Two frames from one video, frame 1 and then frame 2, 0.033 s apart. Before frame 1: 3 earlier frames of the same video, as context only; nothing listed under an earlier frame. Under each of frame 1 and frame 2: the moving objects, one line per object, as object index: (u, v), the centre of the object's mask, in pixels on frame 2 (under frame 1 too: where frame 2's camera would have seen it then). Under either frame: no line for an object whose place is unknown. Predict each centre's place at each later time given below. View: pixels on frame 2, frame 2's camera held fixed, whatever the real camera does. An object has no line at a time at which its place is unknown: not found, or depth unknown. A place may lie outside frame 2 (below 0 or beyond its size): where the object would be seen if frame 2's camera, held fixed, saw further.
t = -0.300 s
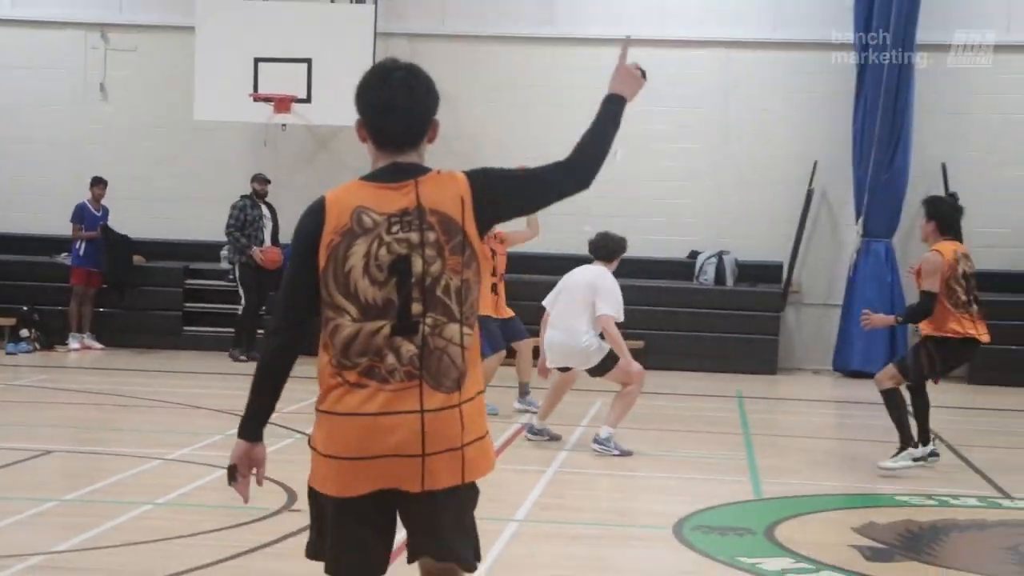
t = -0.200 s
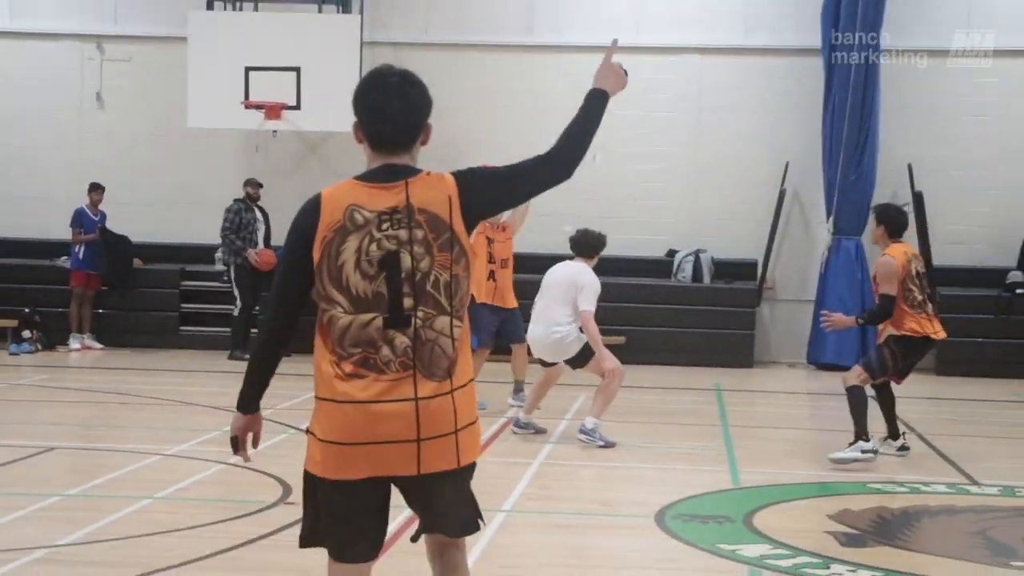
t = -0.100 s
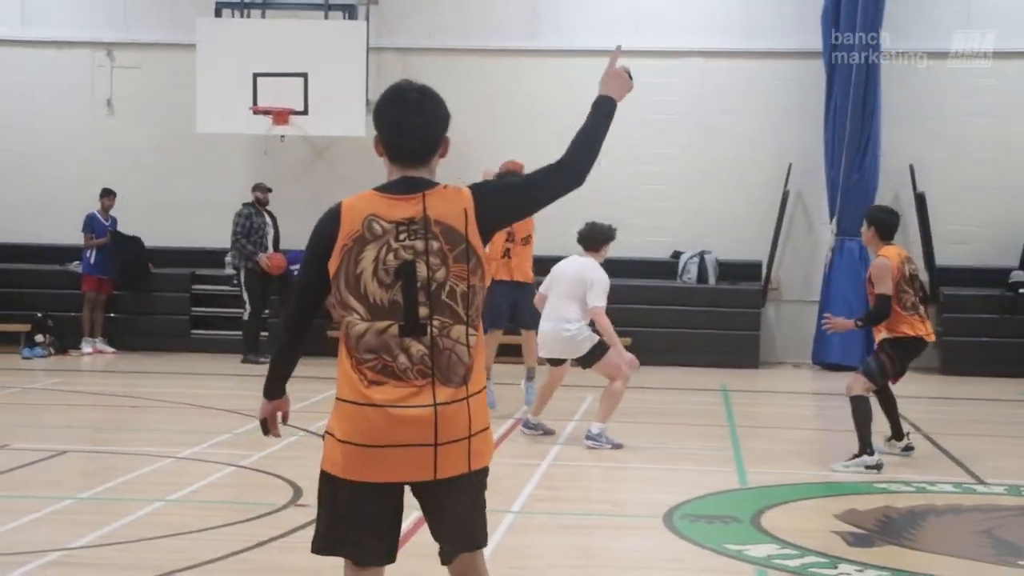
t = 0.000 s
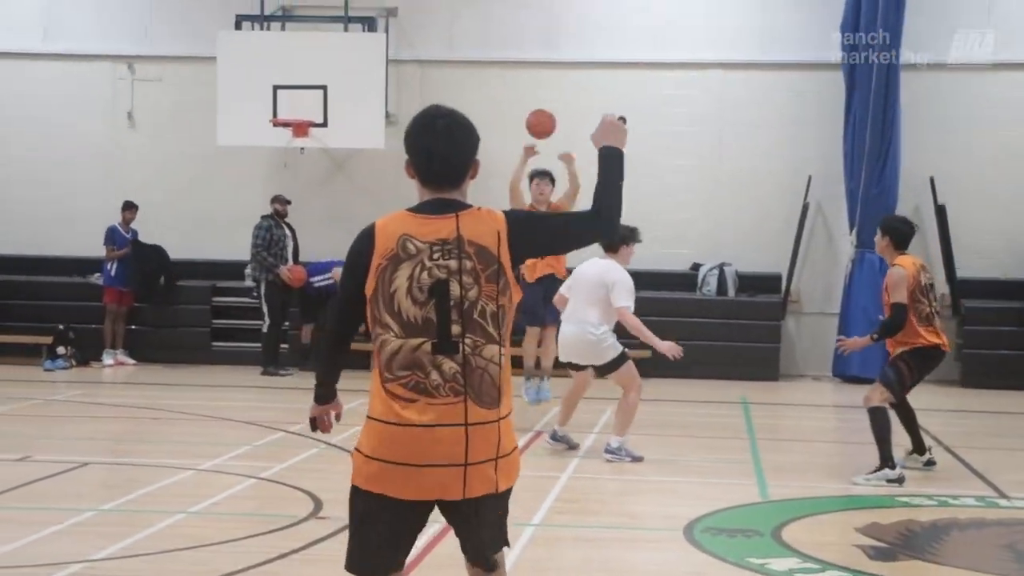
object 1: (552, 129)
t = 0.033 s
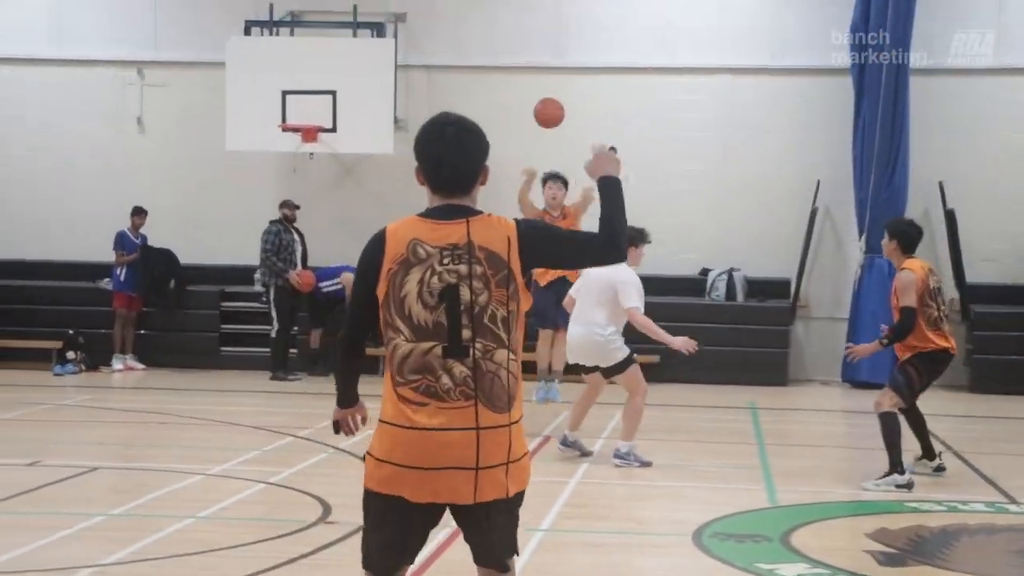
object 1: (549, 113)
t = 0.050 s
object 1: (548, 106)
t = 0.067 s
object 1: (548, 98)
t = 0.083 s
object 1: (548, 90)
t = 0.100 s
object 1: (547, 82)
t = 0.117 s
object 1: (548, 76)
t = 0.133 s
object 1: (547, 69)
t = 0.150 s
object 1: (547, 62)
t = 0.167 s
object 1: (547, 56)
